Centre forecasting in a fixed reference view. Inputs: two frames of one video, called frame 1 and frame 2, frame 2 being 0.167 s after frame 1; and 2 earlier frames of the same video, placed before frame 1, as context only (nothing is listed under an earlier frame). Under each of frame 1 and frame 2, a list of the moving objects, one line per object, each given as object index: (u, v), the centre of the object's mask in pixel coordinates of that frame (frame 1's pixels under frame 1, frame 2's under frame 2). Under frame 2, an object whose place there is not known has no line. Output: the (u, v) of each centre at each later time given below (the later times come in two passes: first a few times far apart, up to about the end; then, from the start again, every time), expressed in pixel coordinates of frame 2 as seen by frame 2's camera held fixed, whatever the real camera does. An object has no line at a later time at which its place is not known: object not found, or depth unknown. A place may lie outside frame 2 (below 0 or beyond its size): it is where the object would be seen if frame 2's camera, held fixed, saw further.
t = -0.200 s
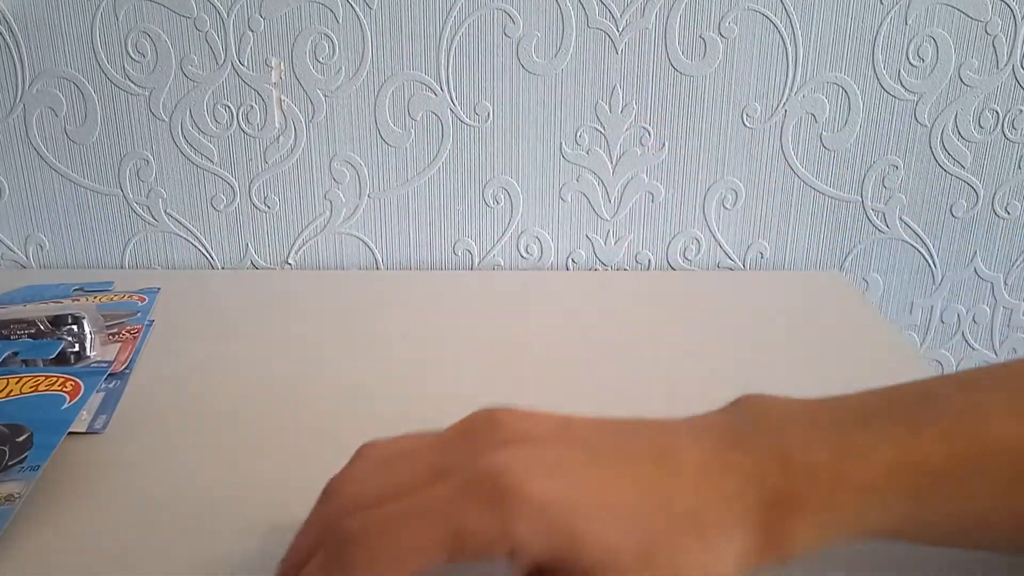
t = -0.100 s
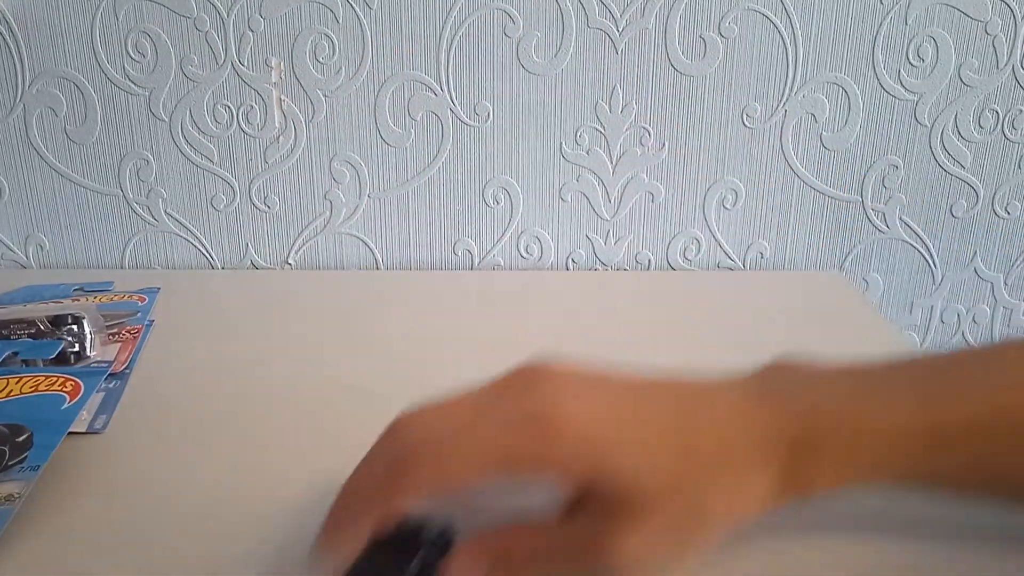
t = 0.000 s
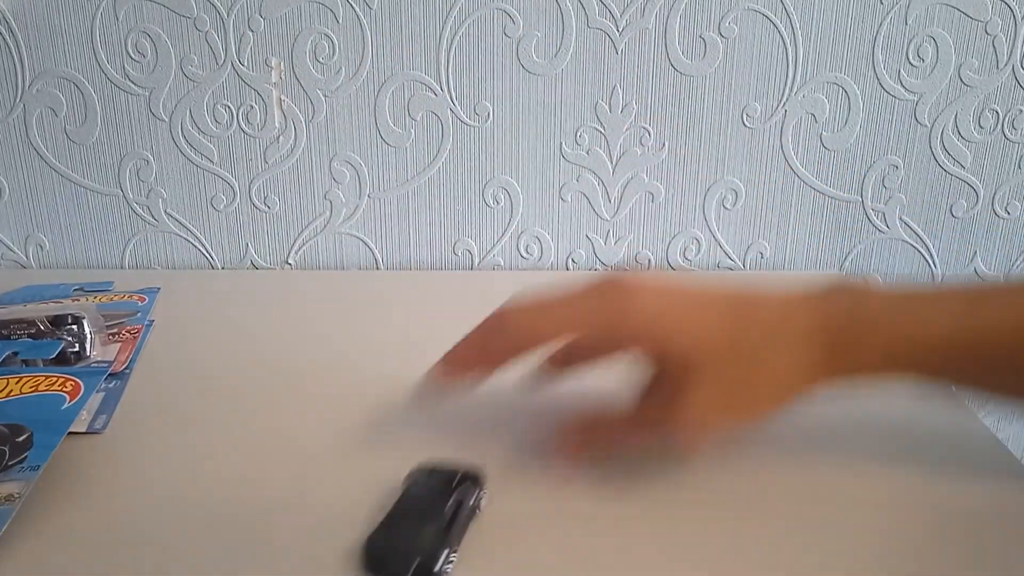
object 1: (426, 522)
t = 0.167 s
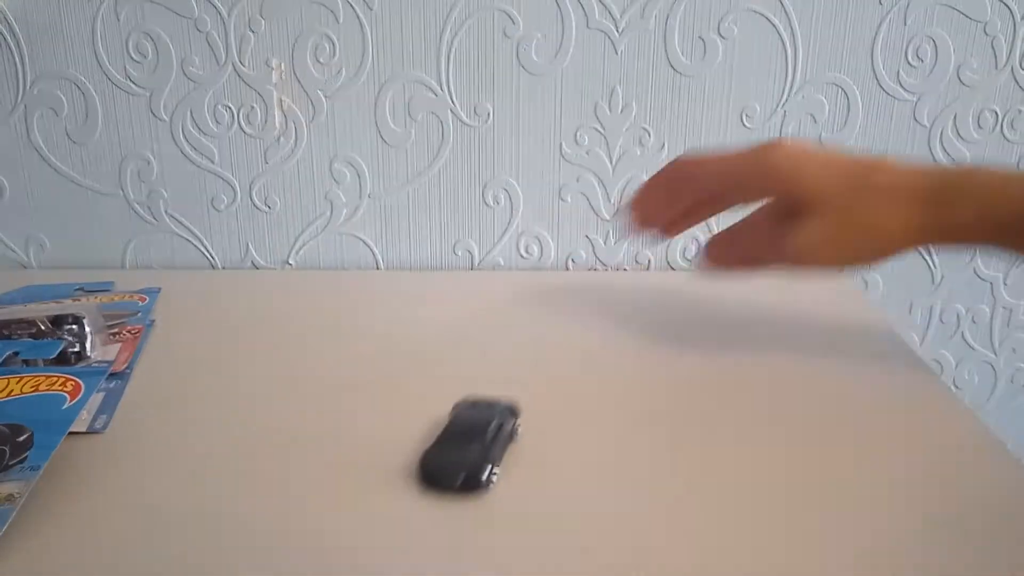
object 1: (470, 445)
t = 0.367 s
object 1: (509, 381)
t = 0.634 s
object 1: (544, 325)
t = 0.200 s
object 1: (478, 433)
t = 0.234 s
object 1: (485, 421)
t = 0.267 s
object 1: (492, 410)
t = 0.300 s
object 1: (498, 399)
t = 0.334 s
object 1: (503, 390)
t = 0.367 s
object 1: (509, 381)
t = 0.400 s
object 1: (514, 372)
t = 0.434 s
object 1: (519, 365)
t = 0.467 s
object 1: (524, 357)
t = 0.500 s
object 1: (529, 350)
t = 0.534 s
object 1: (533, 344)
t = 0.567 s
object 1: (537, 338)
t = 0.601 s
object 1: (541, 331)
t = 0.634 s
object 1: (544, 325)
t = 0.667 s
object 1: (548, 320)
